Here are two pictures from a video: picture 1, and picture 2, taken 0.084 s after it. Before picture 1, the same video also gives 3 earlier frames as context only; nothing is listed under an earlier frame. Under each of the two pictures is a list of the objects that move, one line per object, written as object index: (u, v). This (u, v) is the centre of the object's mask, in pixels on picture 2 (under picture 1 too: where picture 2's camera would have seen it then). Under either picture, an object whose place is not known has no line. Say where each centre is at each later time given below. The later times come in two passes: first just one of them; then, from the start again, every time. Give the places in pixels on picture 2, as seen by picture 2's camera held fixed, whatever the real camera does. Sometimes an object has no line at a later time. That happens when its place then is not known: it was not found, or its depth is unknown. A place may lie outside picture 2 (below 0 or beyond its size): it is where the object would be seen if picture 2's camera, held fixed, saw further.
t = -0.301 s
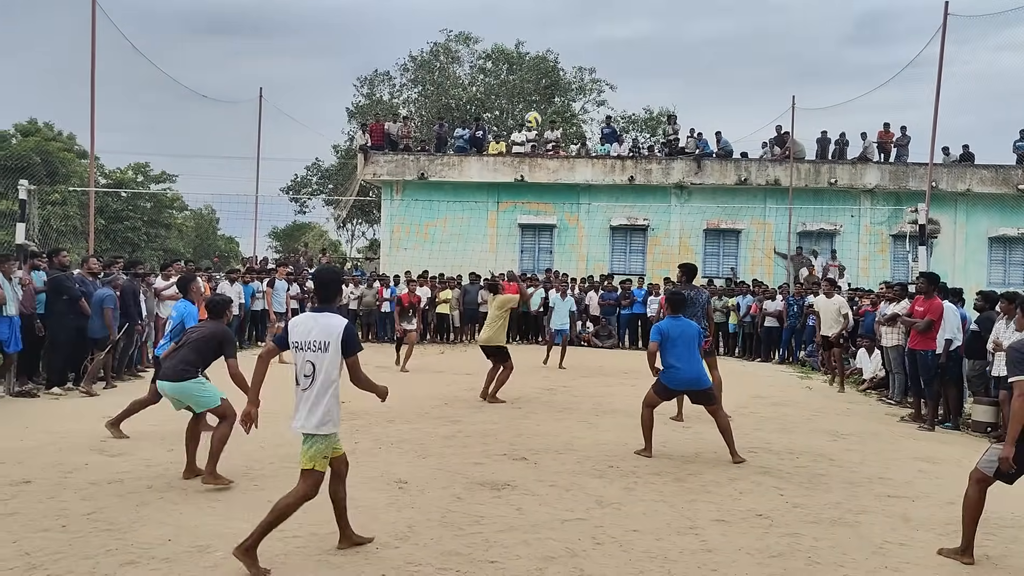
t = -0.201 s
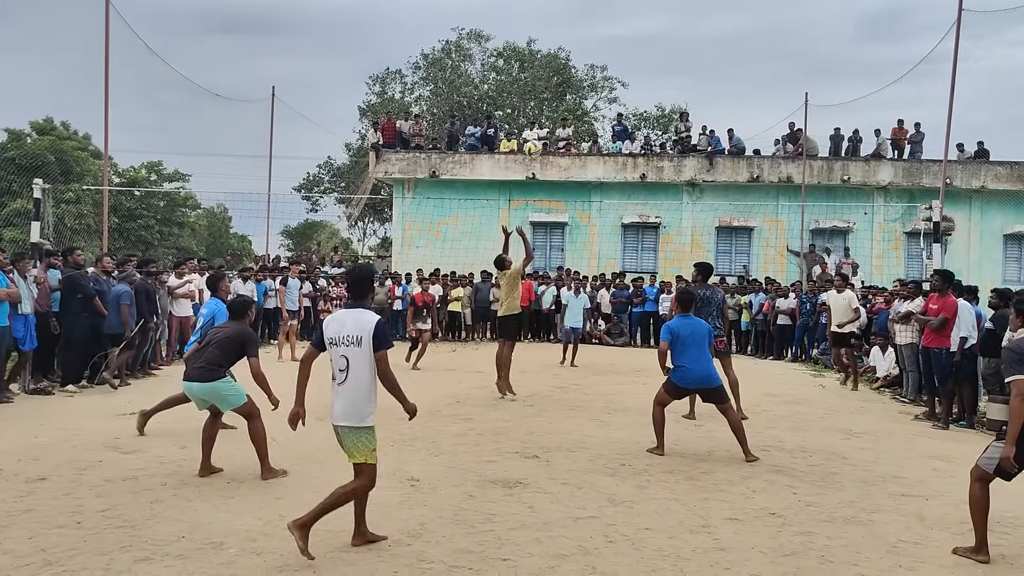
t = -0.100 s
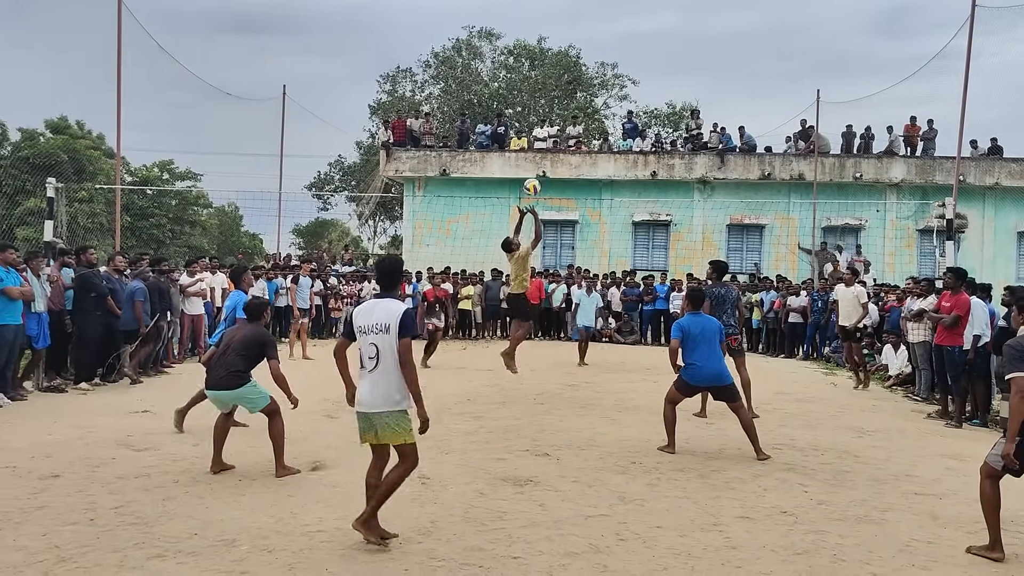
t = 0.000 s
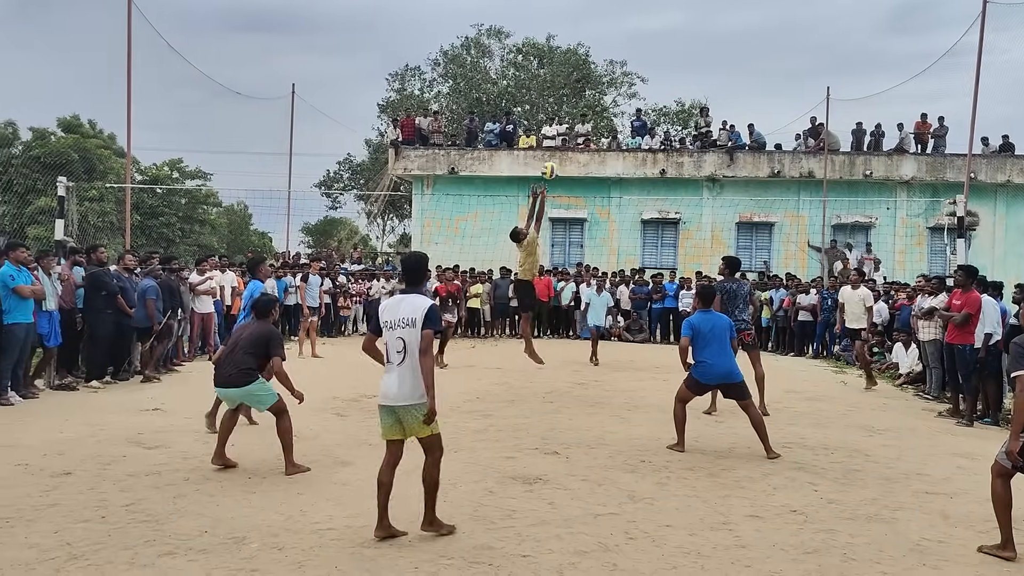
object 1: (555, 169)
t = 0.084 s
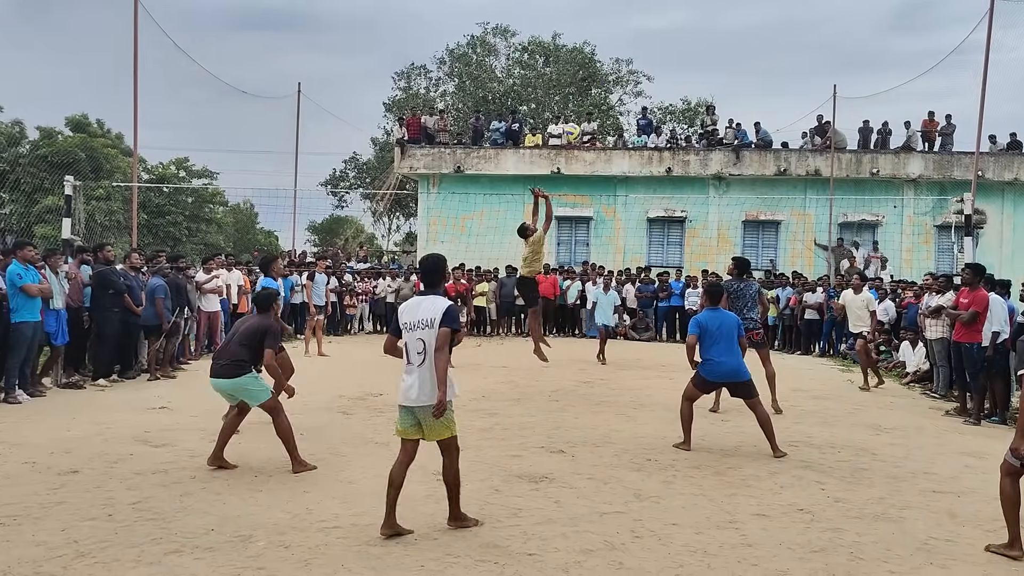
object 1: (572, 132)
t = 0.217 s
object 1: (600, 87)
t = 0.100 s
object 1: (576, 126)
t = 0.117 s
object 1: (579, 120)
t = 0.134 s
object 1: (582, 114)
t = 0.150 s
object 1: (586, 108)
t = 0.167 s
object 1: (590, 103)
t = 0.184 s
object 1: (593, 98)
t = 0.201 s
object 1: (597, 93)
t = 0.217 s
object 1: (600, 87)
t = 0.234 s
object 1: (604, 83)
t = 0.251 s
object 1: (608, 79)
